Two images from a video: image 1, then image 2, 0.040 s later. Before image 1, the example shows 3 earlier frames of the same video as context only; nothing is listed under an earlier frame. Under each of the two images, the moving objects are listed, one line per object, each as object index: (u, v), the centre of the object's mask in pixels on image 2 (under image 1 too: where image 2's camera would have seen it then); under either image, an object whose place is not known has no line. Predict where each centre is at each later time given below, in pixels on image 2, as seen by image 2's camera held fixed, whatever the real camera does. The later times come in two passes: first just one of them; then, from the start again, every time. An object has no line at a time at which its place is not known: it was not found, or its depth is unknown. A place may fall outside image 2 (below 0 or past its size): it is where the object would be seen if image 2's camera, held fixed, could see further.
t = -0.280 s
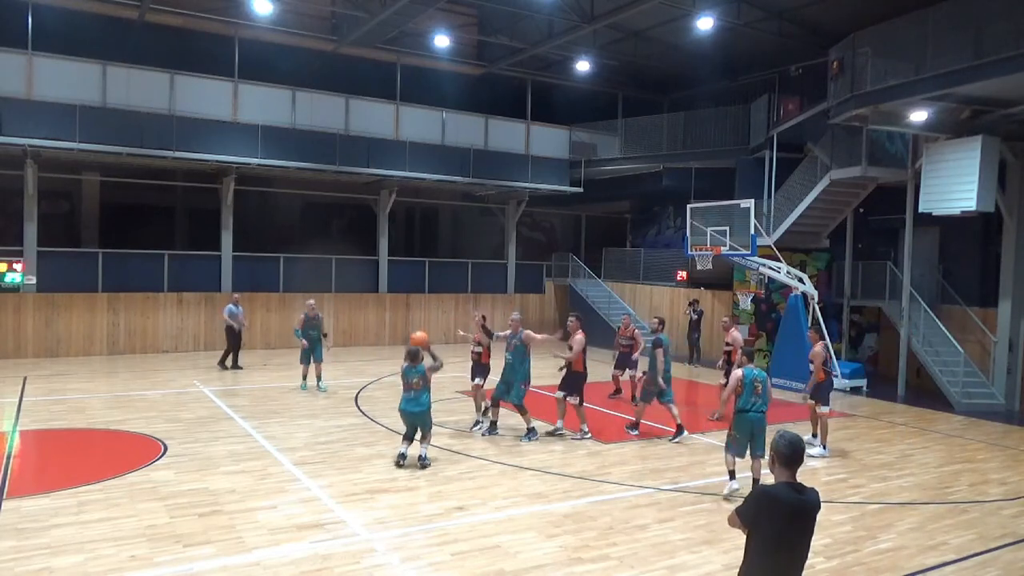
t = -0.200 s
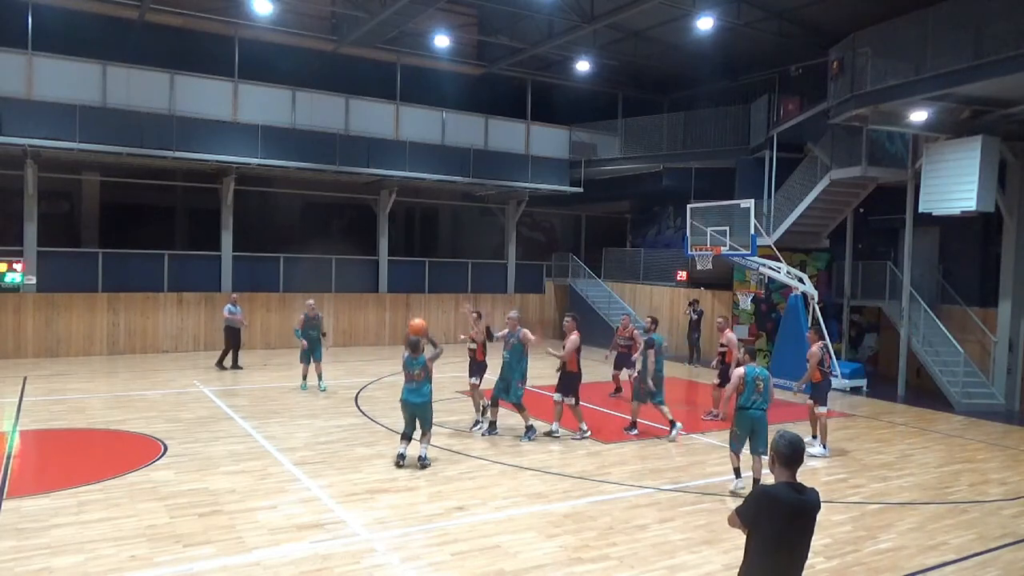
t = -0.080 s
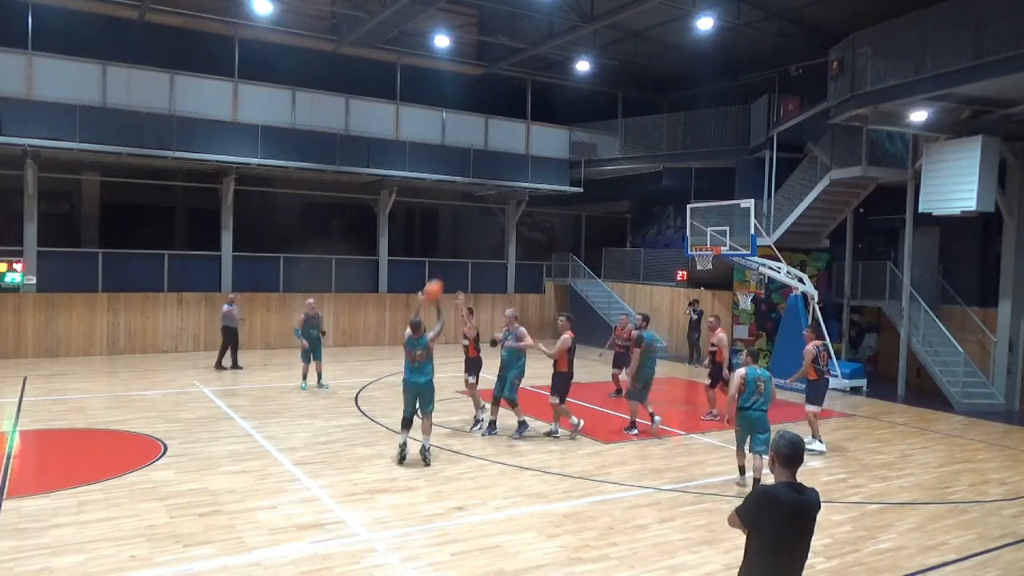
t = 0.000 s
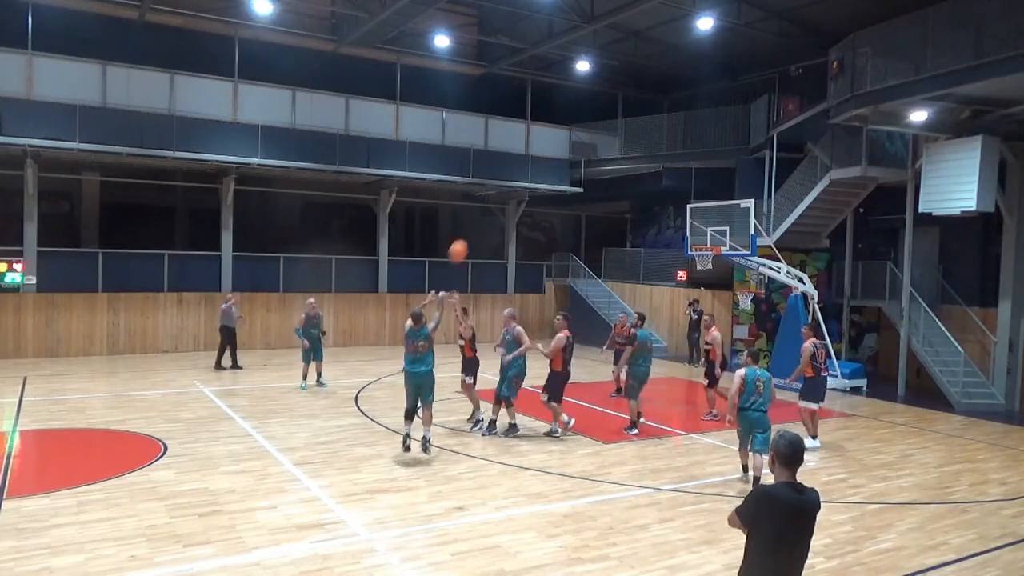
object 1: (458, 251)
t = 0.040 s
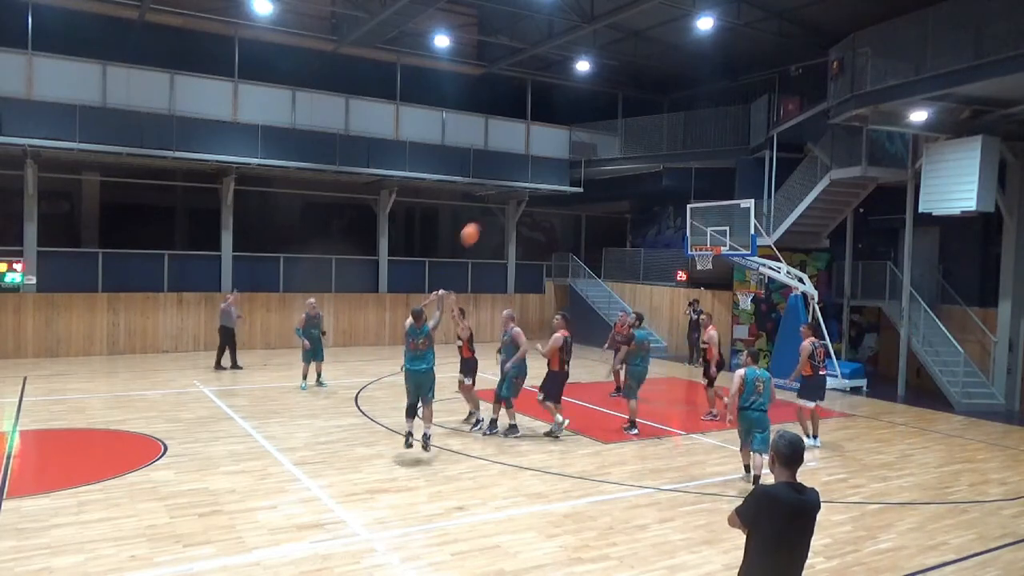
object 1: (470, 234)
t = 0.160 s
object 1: (504, 192)
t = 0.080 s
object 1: (482, 218)
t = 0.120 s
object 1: (493, 204)
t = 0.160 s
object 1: (504, 192)
